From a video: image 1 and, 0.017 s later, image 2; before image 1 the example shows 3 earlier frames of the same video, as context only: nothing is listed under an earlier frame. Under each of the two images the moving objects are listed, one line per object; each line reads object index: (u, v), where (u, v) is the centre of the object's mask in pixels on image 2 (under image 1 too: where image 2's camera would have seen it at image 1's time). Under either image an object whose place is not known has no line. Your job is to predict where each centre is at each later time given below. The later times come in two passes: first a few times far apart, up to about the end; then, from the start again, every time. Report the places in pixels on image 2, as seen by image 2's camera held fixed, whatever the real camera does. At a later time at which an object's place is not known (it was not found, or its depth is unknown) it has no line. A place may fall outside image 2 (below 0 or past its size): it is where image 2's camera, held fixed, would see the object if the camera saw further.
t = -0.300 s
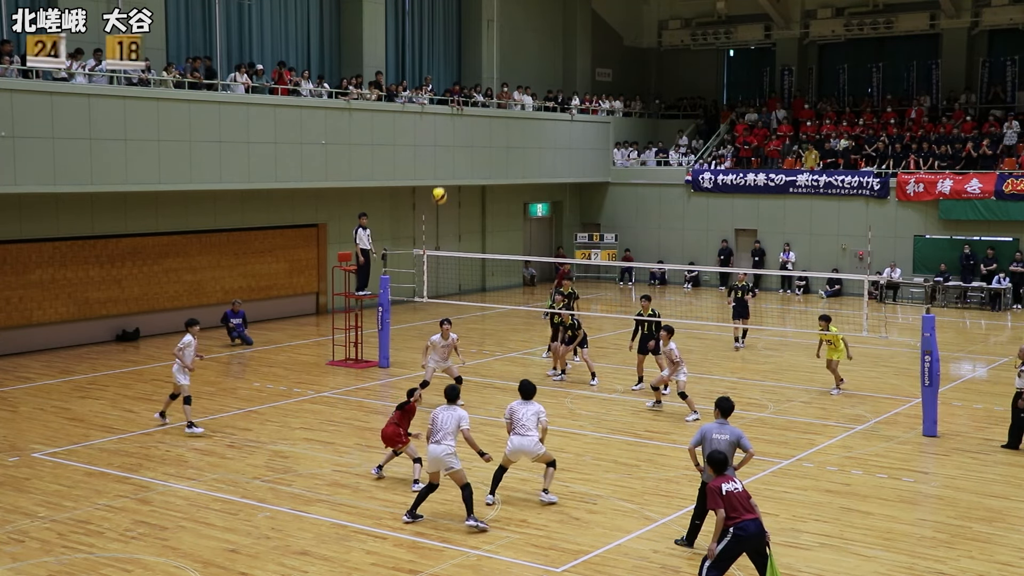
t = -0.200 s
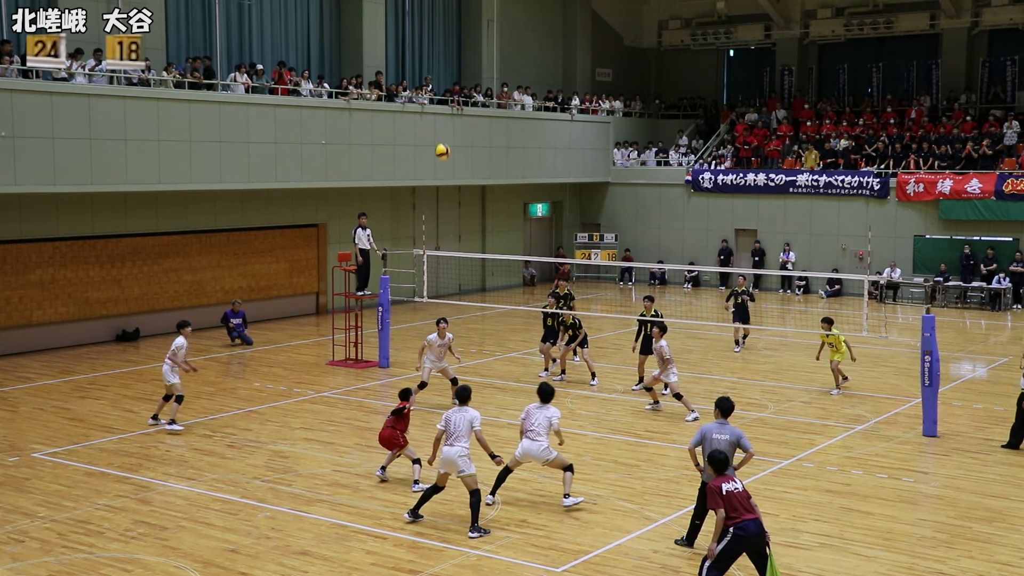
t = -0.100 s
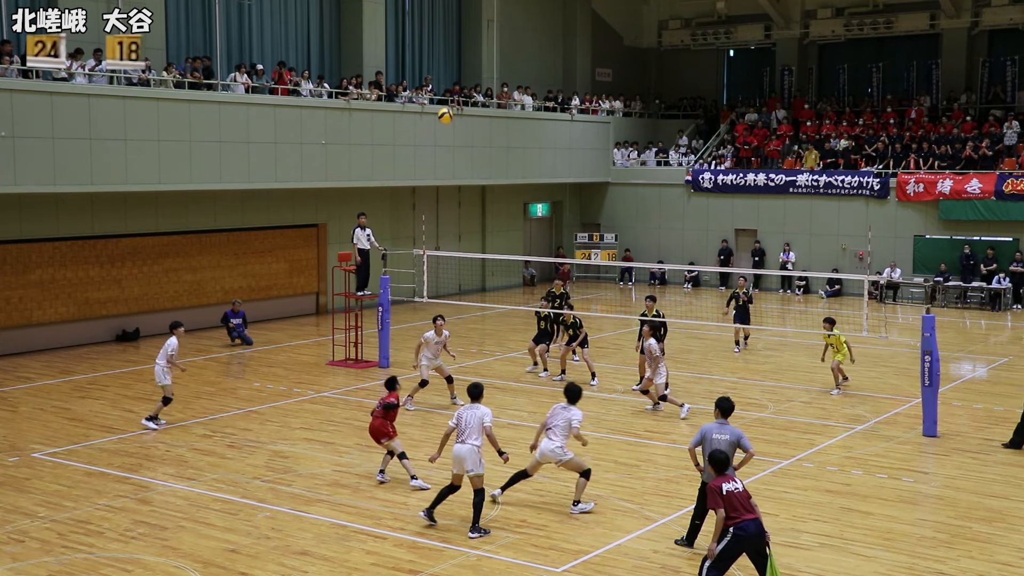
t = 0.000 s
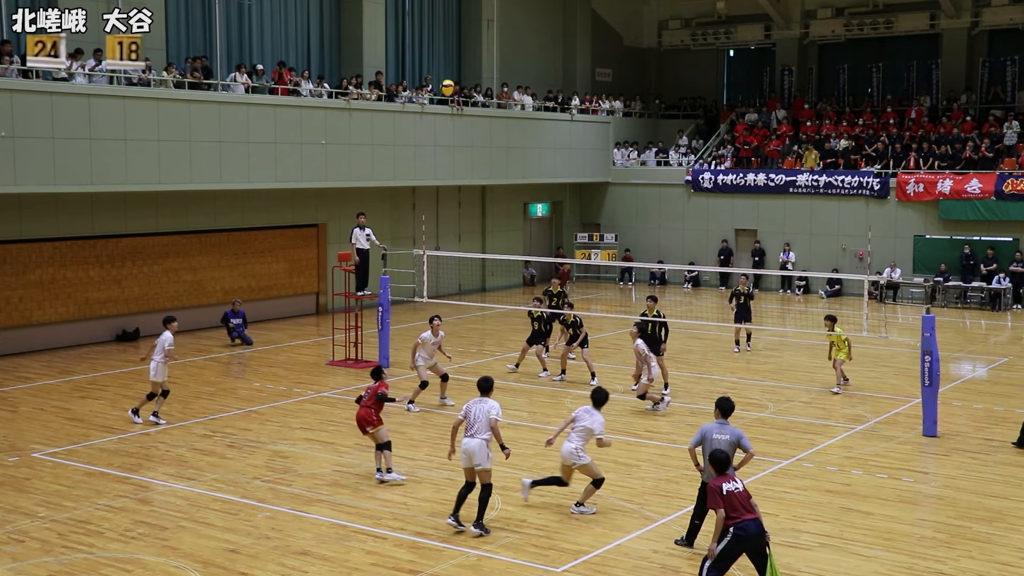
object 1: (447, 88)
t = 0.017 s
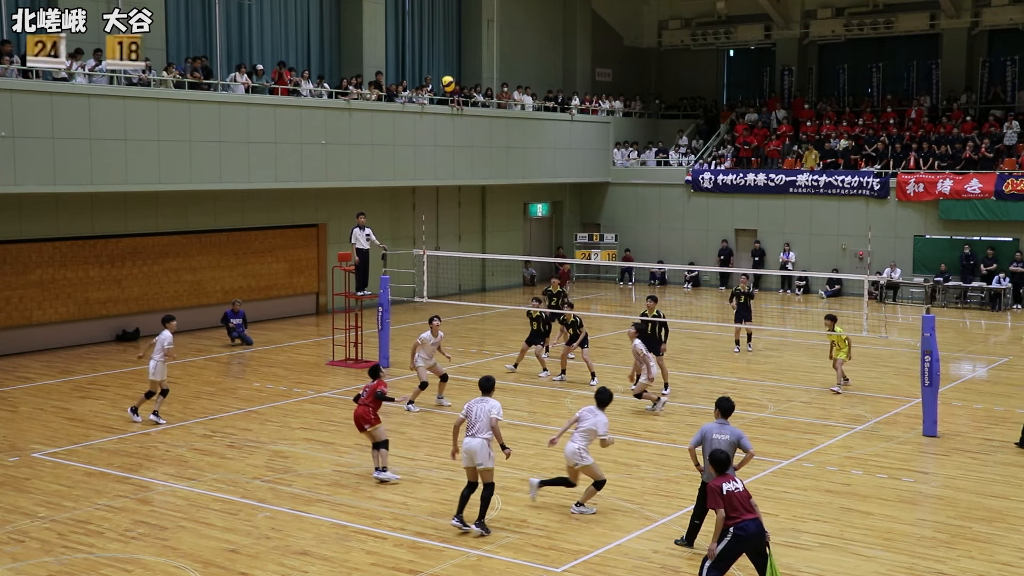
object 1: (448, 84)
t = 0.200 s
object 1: (451, 52)
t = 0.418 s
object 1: (454, 45)
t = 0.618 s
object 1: (457, 65)
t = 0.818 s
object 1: (459, 109)
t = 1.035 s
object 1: (462, 182)
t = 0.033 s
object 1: (448, 80)
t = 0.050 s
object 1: (449, 76)
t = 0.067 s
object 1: (449, 73)
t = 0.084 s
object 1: (449, 70)
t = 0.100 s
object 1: (449, 66)
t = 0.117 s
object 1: (450, 64)
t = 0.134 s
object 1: (450, 61)
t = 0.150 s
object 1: (451, 59)
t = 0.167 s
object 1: (451, 56)
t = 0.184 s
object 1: (451, 54)
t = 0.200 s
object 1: (451, 52)
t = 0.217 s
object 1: (451, 51)
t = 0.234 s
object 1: (452, 49)
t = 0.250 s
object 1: (452, 48)
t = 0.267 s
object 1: (452, 47)
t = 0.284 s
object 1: (452, 46)
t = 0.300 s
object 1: (453, 45)
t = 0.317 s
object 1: (453, 44)
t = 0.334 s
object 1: (453, 44)
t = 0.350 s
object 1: (453, 44)
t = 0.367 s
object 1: (454, 44)
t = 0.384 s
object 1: (454, 44)
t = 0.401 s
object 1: (454, 45)
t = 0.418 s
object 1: (454, 45)
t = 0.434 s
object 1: (454, 46)
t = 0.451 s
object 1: (455, 47)
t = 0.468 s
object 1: (455, 48)
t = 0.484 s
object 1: (456, 49)
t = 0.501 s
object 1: (455, 50)
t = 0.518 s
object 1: (456, 52)
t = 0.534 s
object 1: (456, 54)
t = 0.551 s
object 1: (456, 56)
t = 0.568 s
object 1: (456, 58)
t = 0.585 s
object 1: (456, 60)
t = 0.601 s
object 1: (457, 63)
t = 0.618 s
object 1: (457, 65)
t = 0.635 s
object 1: (457, 68)
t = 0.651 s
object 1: (458, 71)
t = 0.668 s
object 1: (458, 74)
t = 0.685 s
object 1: (458, 78)
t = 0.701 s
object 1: (458, 81)
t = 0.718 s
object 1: (458, 85)
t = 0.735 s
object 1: (458, 88)
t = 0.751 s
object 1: (459, 92)
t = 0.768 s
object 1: (458, 96)
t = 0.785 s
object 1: (459, 101)
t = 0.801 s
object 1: (459, 104)
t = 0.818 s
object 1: (459, 109)
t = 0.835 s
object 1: (459, 114)
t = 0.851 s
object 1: (460, 119)
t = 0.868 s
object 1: (460, 123)
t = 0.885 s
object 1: (460, 129)
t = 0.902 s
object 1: (460, 134)
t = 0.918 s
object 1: (461, 139)
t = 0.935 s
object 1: (461, 145)
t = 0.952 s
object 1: (461, 151)
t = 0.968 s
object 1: (461, 157)
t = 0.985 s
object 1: (462, 163)
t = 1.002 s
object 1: (462, 168)
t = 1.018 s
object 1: (462, 174)
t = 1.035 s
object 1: (462, 182)
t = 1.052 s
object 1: (463, 188)
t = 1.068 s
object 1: (463, 195)
